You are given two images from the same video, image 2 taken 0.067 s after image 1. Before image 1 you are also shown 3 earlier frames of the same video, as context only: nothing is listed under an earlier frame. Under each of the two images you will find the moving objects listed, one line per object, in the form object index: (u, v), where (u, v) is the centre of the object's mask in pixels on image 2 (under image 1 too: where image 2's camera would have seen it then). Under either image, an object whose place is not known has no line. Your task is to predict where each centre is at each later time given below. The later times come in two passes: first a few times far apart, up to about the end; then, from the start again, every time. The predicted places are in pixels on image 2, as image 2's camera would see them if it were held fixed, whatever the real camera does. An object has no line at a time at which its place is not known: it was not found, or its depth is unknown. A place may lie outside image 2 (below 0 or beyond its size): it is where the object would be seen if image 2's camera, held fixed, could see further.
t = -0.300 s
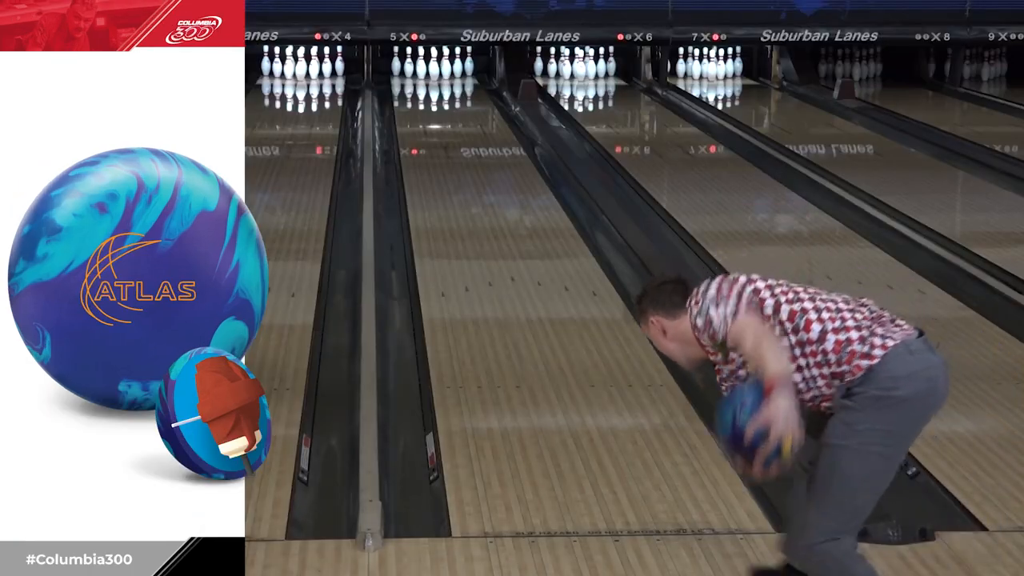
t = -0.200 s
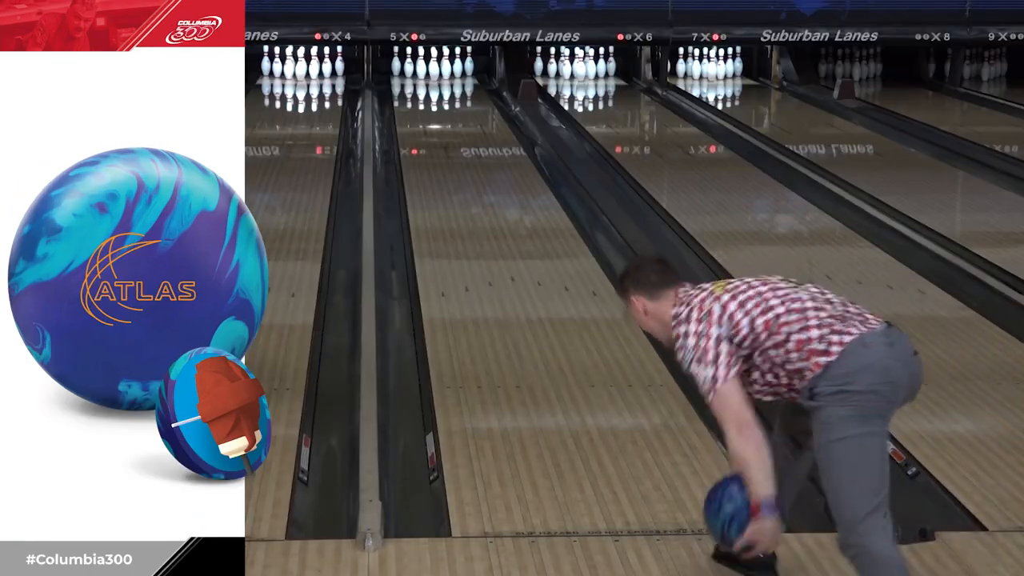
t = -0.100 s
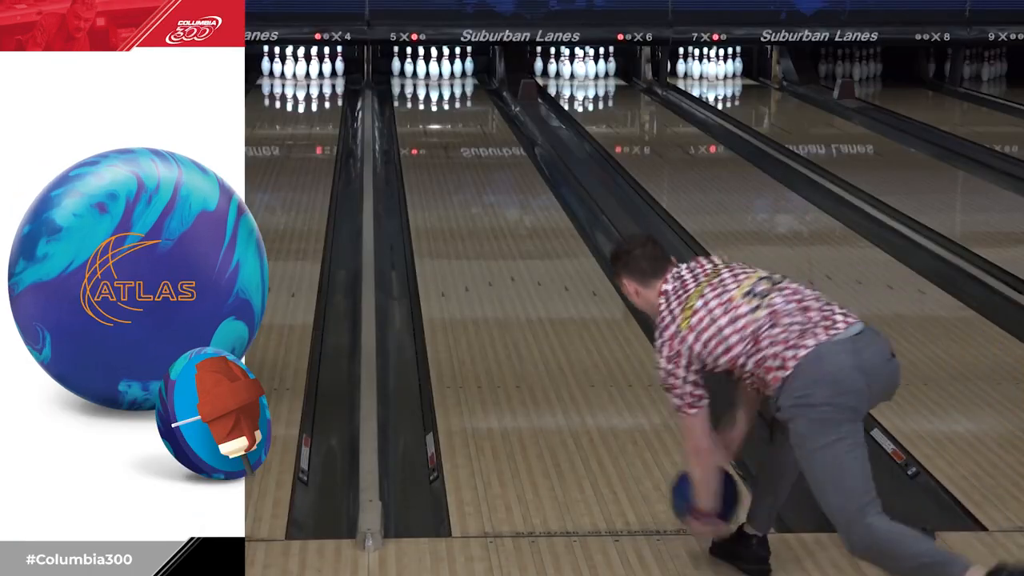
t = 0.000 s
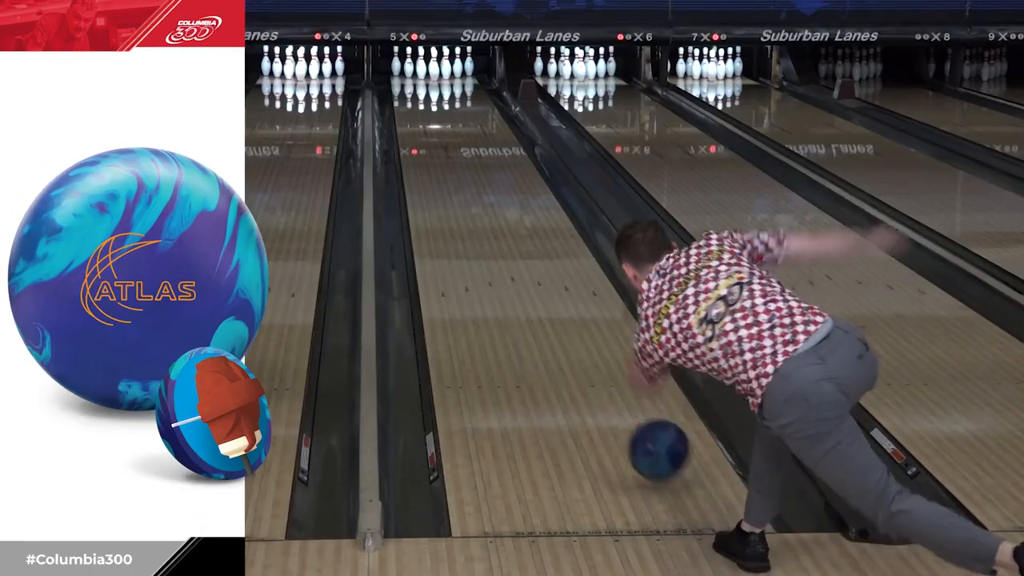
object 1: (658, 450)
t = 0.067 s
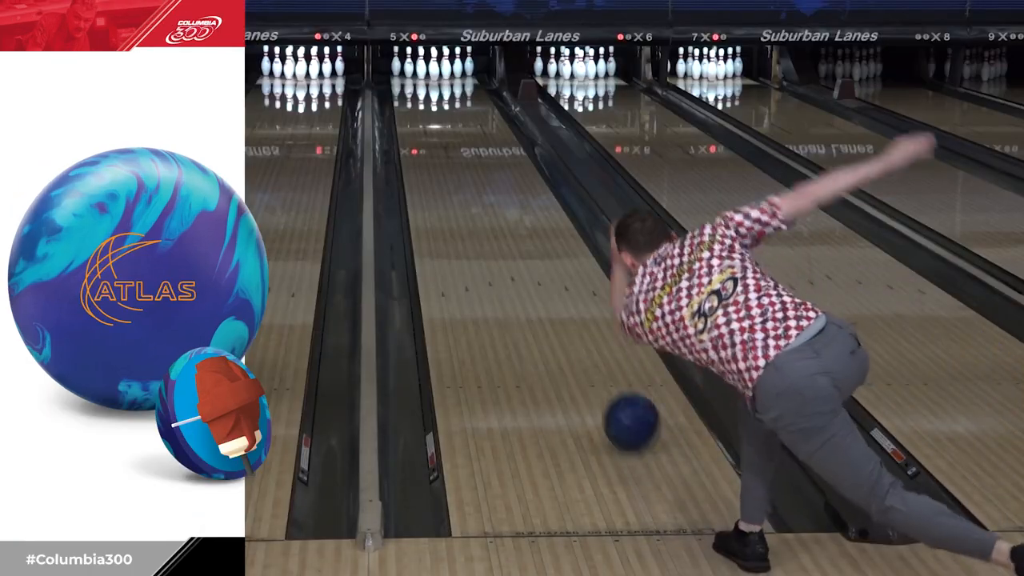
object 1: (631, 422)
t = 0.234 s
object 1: (577, 347)
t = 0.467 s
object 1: (526, 272)
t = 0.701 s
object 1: (491, 220)
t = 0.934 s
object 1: (465, 181)
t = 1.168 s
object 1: (447, 151)
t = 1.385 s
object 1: (432, 128)
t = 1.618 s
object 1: (420, 109)
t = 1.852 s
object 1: (417, 93)
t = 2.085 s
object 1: (423, 81)
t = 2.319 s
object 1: (430, 71)
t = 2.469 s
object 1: (439, 68)
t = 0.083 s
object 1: (625, 413)
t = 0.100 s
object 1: (619, 405)
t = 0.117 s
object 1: (613, 397)
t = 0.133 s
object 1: (608, 389)
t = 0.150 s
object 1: (602, 382)
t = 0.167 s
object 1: (597, 374)
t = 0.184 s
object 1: (592, 367)
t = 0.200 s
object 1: (587, 360)
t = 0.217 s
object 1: (582, 353)
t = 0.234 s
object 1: (577, 347)
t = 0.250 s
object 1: (573, 340)
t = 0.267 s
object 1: (569, 335)
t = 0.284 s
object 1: (565, 329)
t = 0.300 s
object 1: (561, 322)
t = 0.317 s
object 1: (557, 317)
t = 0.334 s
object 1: (553, 311)
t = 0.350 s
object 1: (549, 306)
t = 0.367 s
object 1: (546, 301)
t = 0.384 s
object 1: (542, 296)
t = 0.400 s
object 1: (539, 291)
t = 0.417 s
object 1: (536, 286)
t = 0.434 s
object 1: (532, 281)
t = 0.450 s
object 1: (529, 277)
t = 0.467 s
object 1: (526, 272)
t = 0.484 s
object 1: (523, 268)
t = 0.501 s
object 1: (520, 264)
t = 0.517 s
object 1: (517, 259)
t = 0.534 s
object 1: (515, 255)
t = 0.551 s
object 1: (512, 251)
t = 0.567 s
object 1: (509, 248)
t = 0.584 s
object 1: (507, 244)
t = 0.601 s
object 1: (504, 241)
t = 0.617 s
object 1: (502, 237)
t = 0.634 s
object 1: (499, 234)
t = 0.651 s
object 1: (497, 230)
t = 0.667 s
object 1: (495, 227)
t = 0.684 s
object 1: (492, 224)
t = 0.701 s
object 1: (491, 220)
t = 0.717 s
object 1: (488, 217)
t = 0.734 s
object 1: (487, 214)
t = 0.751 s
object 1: (484, 211)
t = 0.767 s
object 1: (482, 208)
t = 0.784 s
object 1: (481, 204)
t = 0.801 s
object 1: (478, 202)
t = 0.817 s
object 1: (476, 199)
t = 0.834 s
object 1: (475, 196)
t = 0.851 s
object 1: (473, 193)
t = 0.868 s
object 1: (471, 190)
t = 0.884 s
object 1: (470, 188)
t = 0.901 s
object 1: (468, 186)
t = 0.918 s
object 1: (466, 183)
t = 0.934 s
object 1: (465, 181)
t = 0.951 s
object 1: (463, 178)
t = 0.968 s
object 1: (462, 176)
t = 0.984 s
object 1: (460, 173)
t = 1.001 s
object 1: (459, 171)
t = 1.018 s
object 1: (458, 169)
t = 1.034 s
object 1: (456, 167)
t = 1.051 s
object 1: (455, 165)
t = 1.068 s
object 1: (454, 163)
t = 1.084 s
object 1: (452, 161)
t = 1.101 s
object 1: (451, 159)
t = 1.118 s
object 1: (449, 157)
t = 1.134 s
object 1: (448, 155)
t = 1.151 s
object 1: (447, 153)
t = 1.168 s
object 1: (447, 151)
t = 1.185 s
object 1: (445, 149)
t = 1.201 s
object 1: (444, 147)
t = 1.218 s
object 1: (442, 145)
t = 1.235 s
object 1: (441, 143)
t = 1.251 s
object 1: (440, 141)
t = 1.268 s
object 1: (439, 140)
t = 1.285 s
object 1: (438, 138)
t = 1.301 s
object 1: (437, 136)
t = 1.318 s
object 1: (436, 134)
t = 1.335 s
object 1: (435, 133)
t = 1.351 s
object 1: (434, 132)
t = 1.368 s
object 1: (433, 130)
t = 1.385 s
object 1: (432, 128)
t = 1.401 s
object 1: (431, 127)
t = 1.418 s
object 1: (430, 125)
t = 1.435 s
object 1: (429, 124)
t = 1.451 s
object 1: (429, 122)
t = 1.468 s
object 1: (428, 121)
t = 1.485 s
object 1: (427, 120)
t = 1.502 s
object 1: (426, 118)
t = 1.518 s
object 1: (425, 117)
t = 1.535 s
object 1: (424, 115)
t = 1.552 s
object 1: (424, 114)
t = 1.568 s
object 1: (423, 113)
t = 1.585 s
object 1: (422, 112)
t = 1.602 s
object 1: (421, 111)
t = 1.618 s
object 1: (420, 109)
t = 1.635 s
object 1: (421, 108)
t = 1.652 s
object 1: (420, 106)
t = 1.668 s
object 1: (419, 105)
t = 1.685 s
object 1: (419, 104)
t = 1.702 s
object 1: (419, 103)
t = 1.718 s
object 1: (419, 102)
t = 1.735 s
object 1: (418, 100)
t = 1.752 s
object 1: (418, 99)
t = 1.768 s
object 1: (417, 98)
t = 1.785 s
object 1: (418, 97)
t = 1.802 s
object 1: (418, 96)
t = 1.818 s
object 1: (418, 95)
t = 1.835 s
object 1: (417, 94)
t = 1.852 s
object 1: (417, 93)
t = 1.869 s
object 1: (418, 92)
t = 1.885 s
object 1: (417, 91)
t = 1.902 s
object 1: (417, 91)
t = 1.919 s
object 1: (418, 89)
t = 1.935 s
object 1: (418, 89)
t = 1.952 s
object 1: (419, 88)
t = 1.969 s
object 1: (420, 86)
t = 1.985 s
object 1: (419, 86)
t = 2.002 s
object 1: (420, 85)
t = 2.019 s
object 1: (420, 84)
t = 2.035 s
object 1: (421, 83)
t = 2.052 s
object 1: (421, 82)
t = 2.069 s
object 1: (422, 81)
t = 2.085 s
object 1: (423, 81)
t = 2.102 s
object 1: (424, 80)
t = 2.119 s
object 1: (424, 79)
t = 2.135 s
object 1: (425, 78)
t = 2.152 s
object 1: (426, 78)
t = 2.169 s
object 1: (427, 77)
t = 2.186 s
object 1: (427, 77)
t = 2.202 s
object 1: (428, 76)
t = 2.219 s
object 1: (428, 75)
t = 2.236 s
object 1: (430, 74)
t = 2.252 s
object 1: (430, 74)
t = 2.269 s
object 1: (431, 73)
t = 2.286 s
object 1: (431, 72)
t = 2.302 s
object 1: (430, 72)
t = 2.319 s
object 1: (430, 71)
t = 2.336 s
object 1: (431, 71)
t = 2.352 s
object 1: (432, 71)
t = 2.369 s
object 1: (433, 70)
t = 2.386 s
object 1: (434, 70)
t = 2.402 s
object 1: (435, 69)
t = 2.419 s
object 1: (436, 69)
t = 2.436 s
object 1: (438, 68)
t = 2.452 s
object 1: (439, 68)
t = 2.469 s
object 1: (439, 68)
